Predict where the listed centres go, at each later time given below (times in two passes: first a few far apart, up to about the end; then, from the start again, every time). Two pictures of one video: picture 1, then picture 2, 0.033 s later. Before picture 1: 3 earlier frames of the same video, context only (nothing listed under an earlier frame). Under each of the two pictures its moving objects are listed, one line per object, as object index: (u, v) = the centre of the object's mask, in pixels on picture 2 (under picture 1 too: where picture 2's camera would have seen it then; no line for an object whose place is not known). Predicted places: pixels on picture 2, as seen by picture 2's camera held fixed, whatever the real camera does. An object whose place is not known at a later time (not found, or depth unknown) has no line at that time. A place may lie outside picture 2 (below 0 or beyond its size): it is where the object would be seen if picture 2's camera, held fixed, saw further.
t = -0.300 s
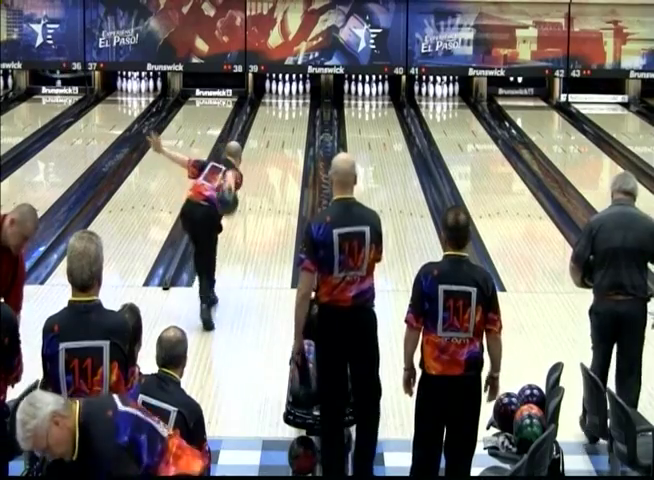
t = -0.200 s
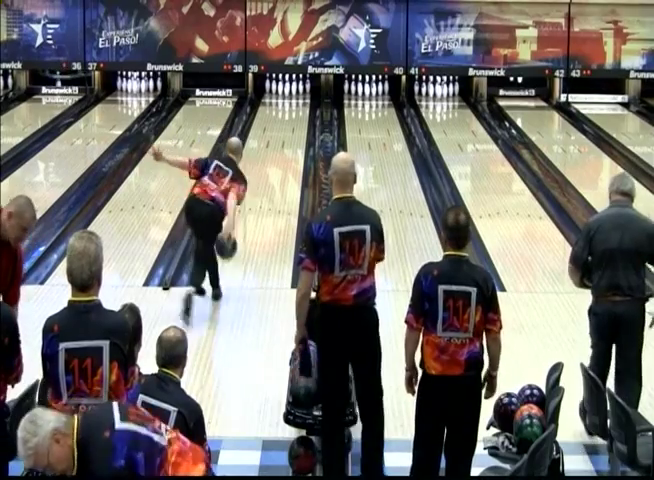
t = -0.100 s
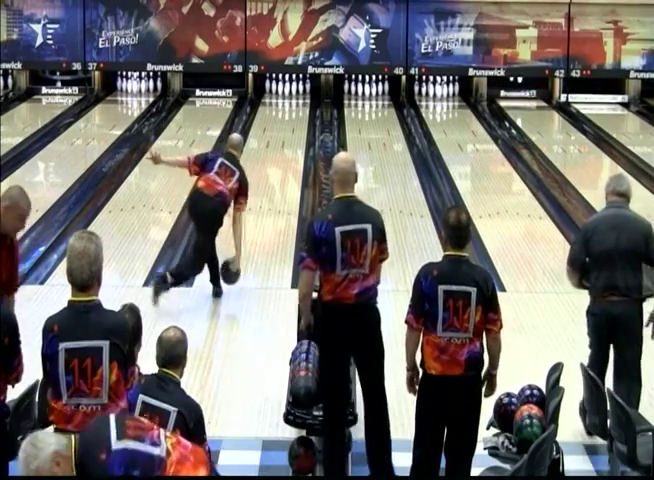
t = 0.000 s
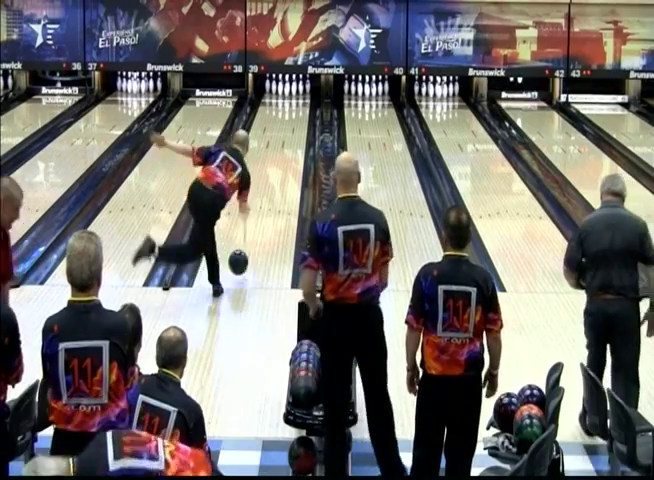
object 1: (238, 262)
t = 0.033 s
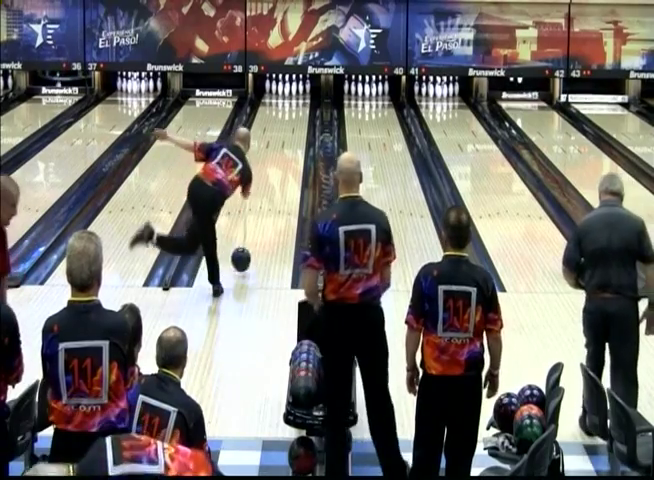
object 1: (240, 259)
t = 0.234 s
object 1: (253, 235)
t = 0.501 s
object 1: (267, 203)
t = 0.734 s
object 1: (276, 180)
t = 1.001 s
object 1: (285, 159)
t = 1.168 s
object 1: (289, 147)
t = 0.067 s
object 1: (243, 258)
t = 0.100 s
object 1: (245, 253)
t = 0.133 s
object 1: (247, 247)
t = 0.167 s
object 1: (249, 243)
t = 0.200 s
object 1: (251, 239)
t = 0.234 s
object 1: (253, 235)
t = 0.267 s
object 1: (255, 230)
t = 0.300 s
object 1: (257, 226)
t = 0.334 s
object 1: (259, 222)
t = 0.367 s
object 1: (261, 218)
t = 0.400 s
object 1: (262, 214)
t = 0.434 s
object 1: (264, 210)
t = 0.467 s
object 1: (266, 206)
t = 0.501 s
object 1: (267, 203)
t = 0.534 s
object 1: (269, 199)
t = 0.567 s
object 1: (270, 196)
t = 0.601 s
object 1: (271, 193)
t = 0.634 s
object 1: (272, 191)
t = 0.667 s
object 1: (275, 186)
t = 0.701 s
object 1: (275, 183)
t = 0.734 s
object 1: (276, 180)
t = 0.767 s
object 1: (277, 177)
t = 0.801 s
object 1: (279, 175)
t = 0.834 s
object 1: (280, 172)
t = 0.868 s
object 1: (281, 169)
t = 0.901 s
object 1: (282, 166)
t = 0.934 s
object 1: (283, 164)
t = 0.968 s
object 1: (284, 161)
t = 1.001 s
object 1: (285, 159)
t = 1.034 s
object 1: (286, 156)
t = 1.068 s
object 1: (286, 153)
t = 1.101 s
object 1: (287, 151)
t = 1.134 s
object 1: (288, 149)
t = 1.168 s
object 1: (289, 147)
